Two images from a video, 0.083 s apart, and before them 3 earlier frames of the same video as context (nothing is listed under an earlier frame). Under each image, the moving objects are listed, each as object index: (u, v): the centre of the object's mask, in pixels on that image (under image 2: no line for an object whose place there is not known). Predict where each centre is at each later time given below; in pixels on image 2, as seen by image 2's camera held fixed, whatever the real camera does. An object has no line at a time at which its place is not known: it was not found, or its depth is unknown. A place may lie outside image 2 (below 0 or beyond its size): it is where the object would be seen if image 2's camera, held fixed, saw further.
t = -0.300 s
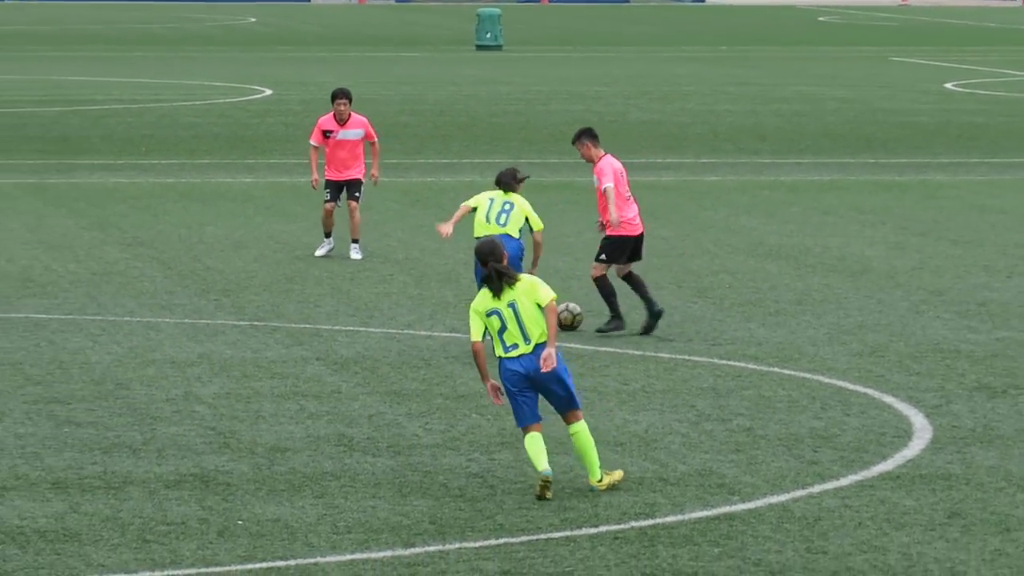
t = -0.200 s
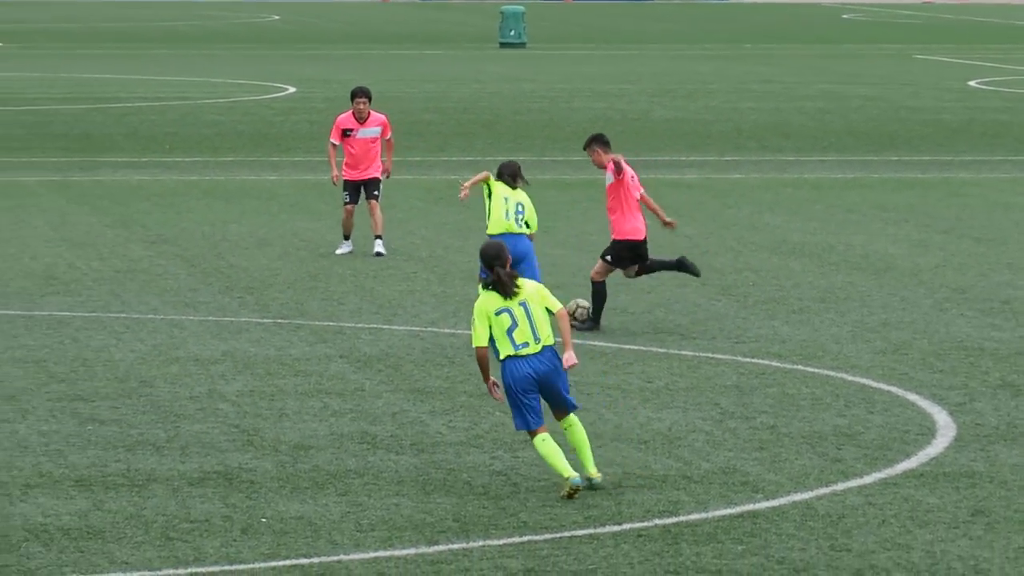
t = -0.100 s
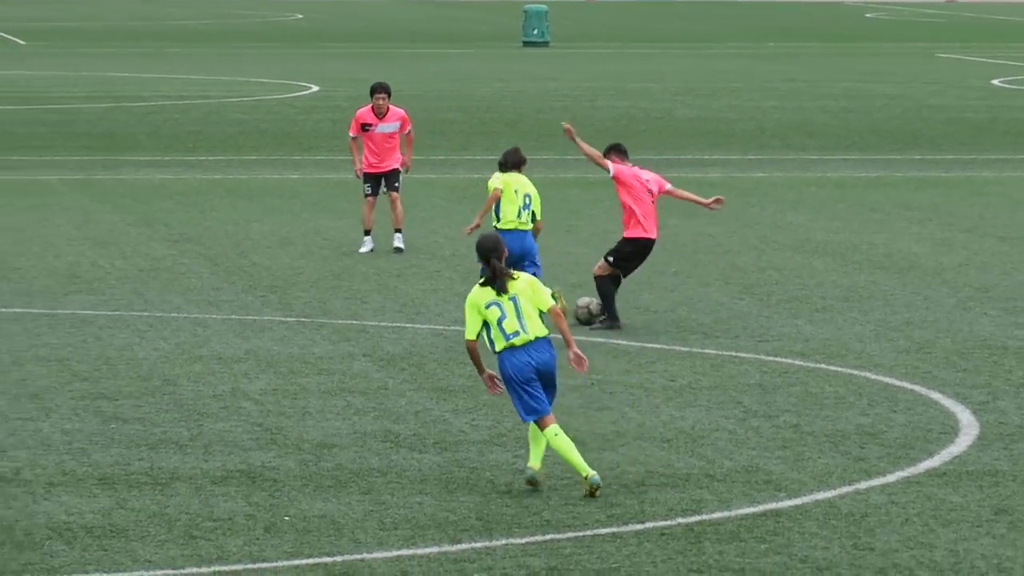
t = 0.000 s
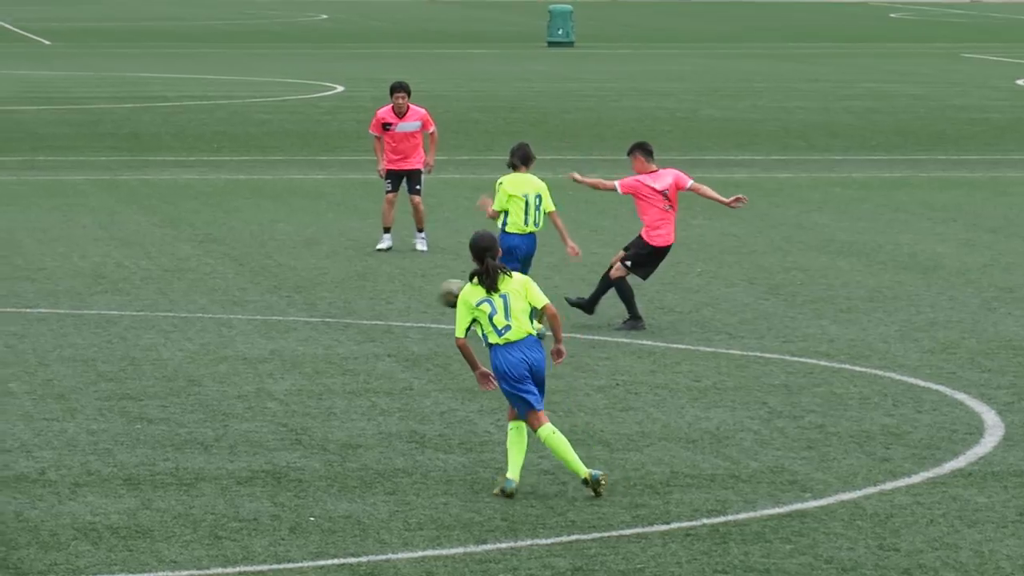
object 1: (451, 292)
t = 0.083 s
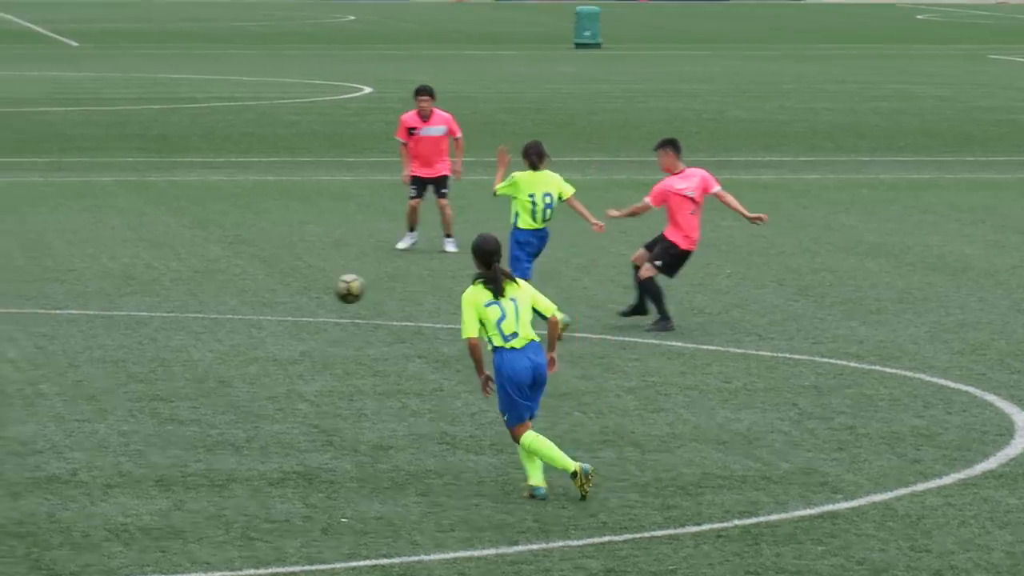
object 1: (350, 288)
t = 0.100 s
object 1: (323, 288)
